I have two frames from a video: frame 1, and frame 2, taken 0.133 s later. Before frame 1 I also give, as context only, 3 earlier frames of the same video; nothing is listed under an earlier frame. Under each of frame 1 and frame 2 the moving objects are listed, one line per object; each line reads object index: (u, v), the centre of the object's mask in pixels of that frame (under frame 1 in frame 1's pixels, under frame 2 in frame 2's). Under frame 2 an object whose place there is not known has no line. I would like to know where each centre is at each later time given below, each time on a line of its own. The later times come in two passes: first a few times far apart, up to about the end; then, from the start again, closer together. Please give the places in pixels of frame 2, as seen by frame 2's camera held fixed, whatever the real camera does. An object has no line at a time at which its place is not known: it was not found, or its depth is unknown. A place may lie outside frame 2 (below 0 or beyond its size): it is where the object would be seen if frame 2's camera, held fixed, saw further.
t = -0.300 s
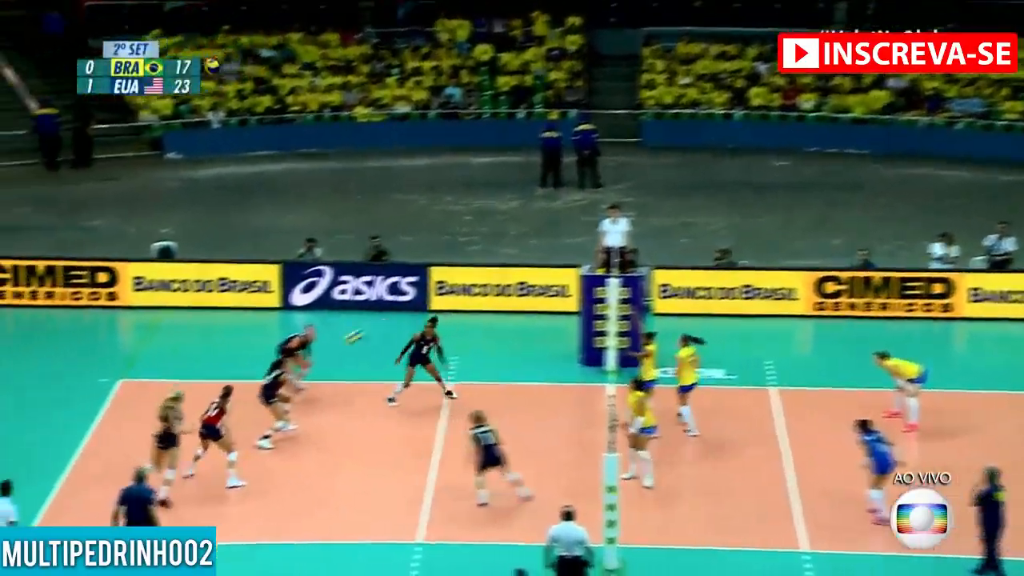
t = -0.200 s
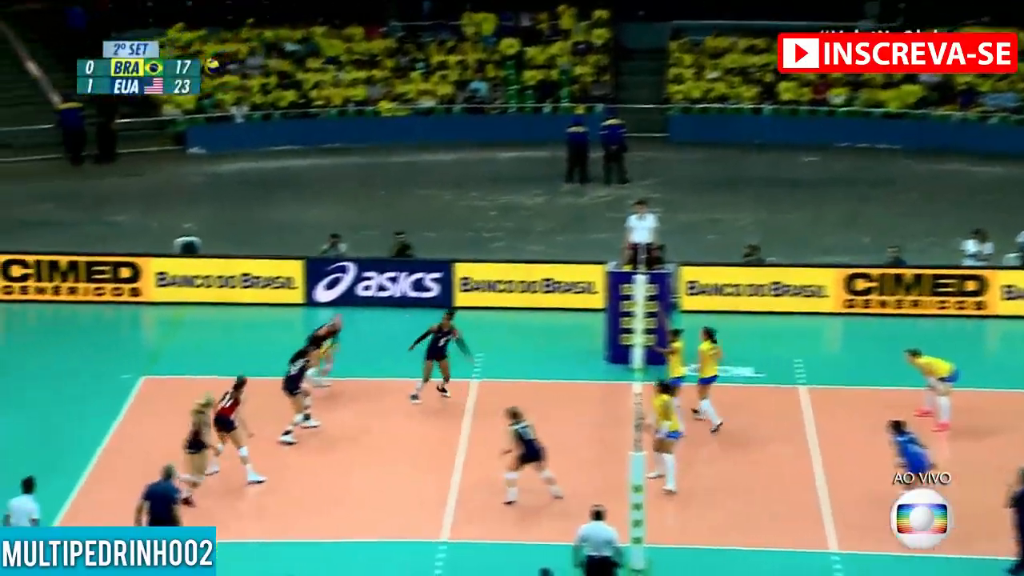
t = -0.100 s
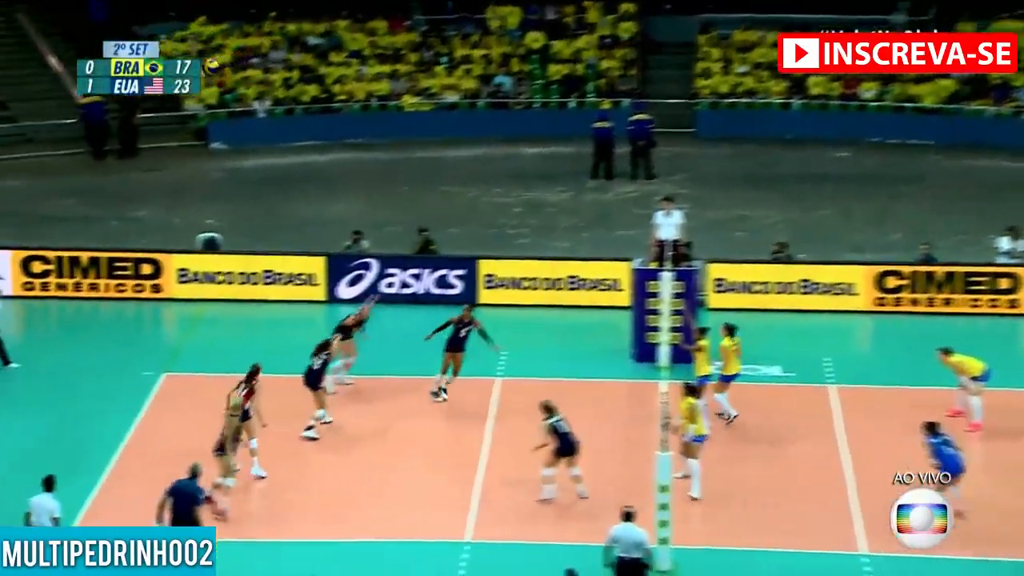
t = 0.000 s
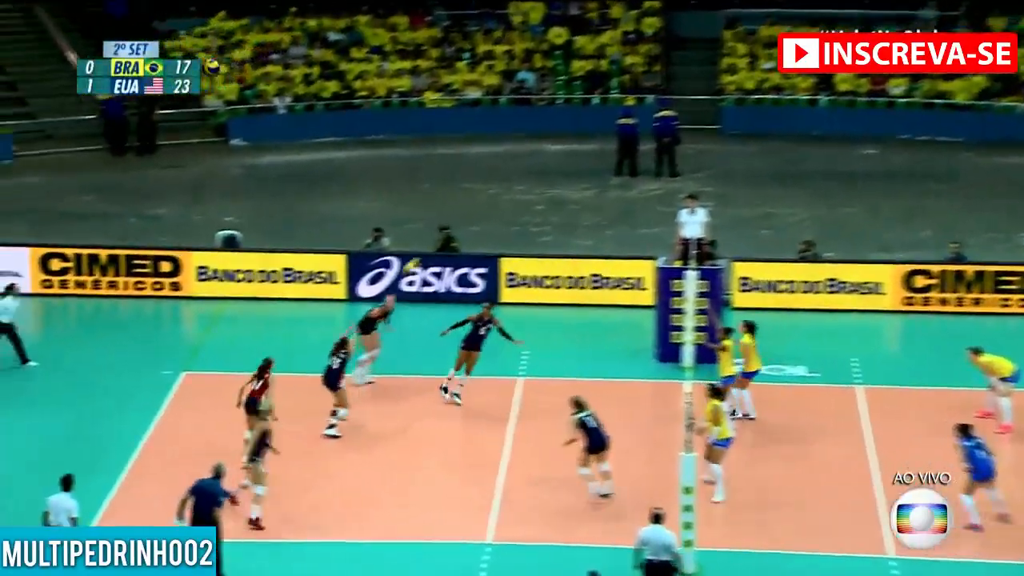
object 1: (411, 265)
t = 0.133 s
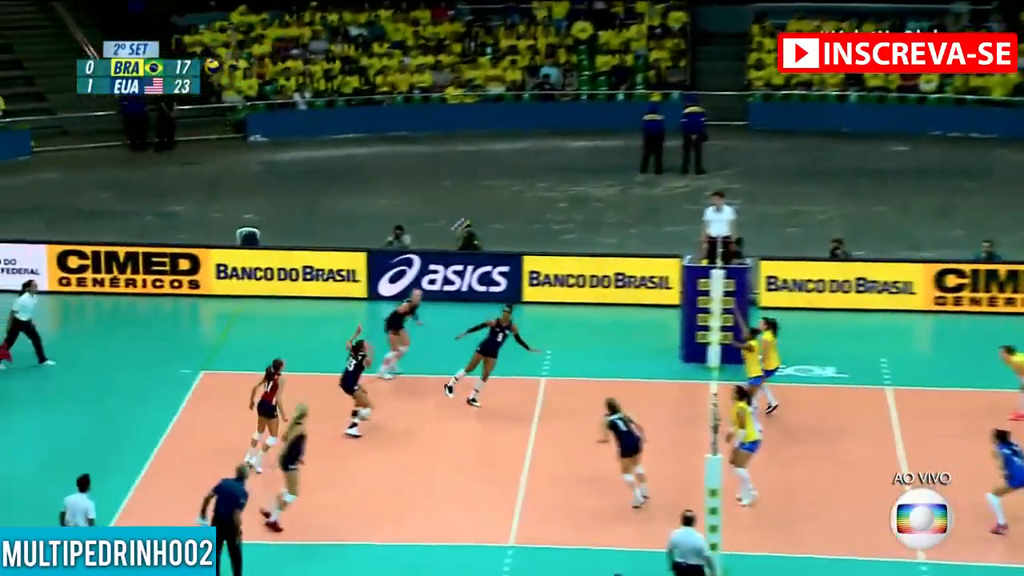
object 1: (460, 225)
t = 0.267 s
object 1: (489, 199)
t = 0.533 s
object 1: (544, 175)
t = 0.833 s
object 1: (604, 198)
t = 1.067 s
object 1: (650, 251)
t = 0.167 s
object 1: (467, 218)
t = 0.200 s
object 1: (475, 211)
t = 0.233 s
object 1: (482, 203)
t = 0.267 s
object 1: (489, 199)
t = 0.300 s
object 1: (495, 194)
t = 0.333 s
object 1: (502, 189)
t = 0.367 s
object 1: (509, 185)
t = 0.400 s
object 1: (517, 180)
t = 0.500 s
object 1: (537, 175)
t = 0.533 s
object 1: (544, 175)
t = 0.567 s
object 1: (550, 174)
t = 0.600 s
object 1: (557, 174)
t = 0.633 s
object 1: (564, 176)
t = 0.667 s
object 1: (571, 177)
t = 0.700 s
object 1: (578, 180)
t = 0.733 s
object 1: (584, 183)
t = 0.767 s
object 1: (591, 187)
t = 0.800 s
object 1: (598, 192)
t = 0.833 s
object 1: (604, 198)
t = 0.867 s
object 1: (610, 202)
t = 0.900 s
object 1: (618, 209)
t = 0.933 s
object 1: (624, 218)
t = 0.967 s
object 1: (632, 224)
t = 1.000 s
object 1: (637, 233)
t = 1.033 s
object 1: (645, 243)
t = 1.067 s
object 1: (650, 251)
